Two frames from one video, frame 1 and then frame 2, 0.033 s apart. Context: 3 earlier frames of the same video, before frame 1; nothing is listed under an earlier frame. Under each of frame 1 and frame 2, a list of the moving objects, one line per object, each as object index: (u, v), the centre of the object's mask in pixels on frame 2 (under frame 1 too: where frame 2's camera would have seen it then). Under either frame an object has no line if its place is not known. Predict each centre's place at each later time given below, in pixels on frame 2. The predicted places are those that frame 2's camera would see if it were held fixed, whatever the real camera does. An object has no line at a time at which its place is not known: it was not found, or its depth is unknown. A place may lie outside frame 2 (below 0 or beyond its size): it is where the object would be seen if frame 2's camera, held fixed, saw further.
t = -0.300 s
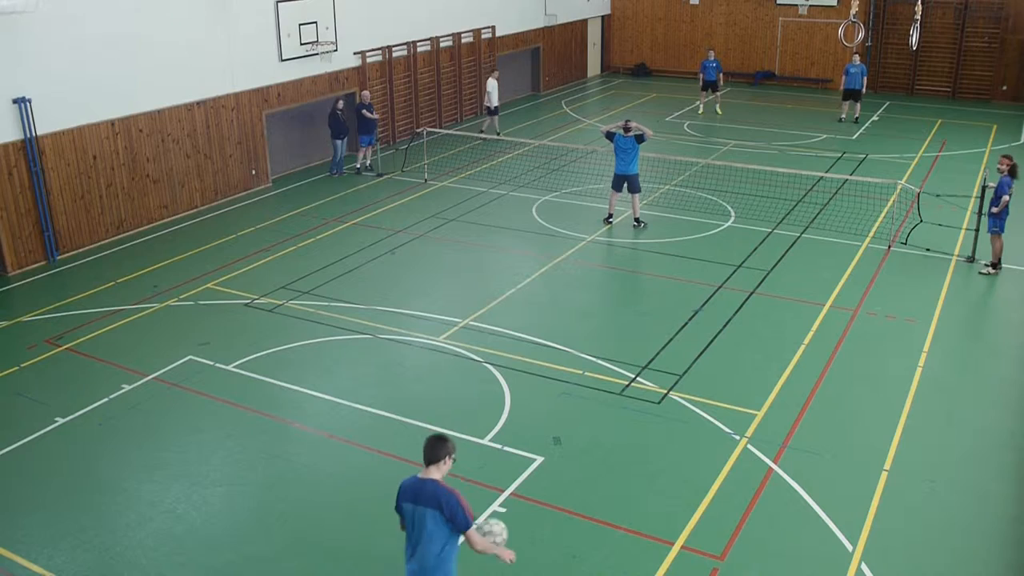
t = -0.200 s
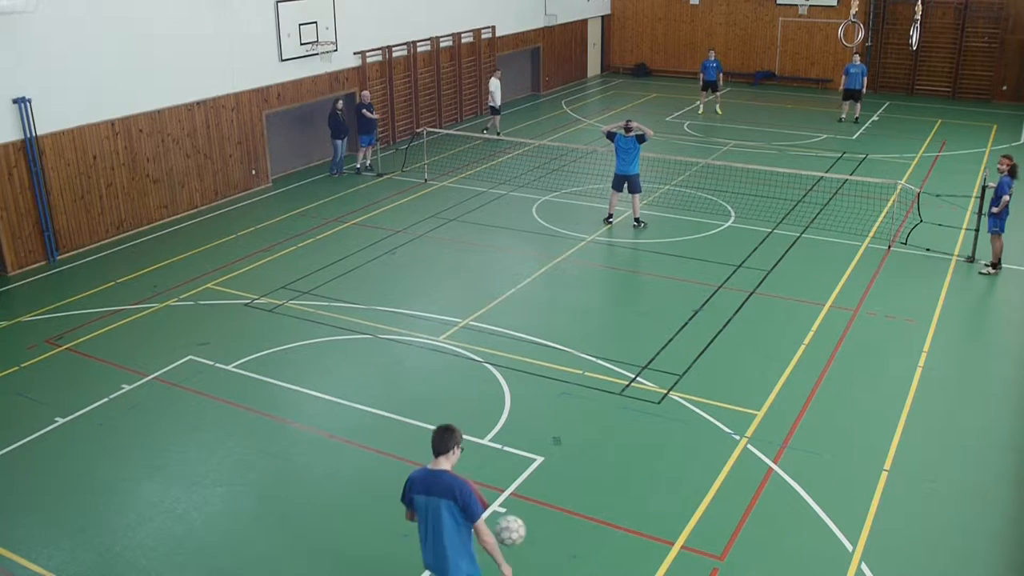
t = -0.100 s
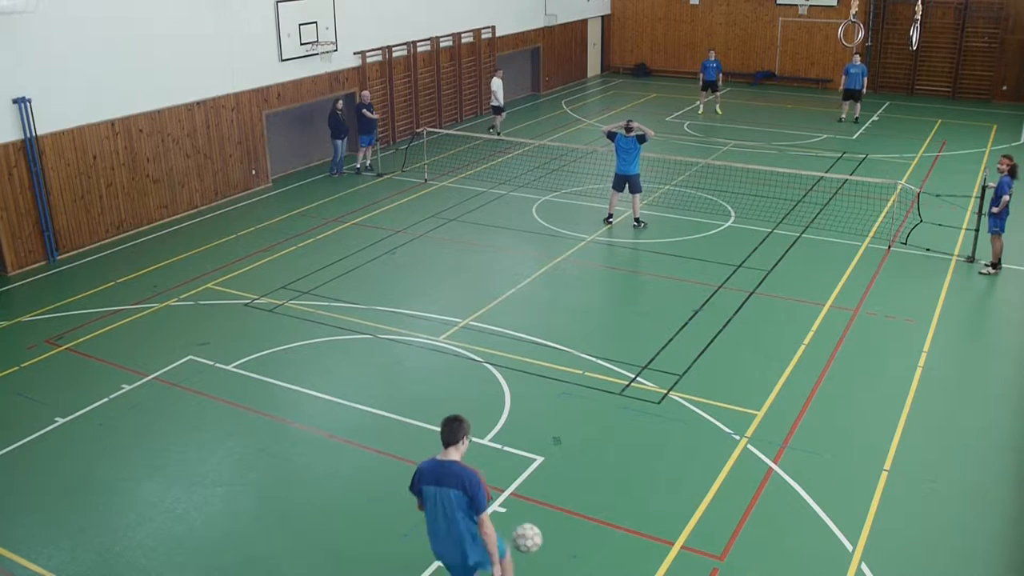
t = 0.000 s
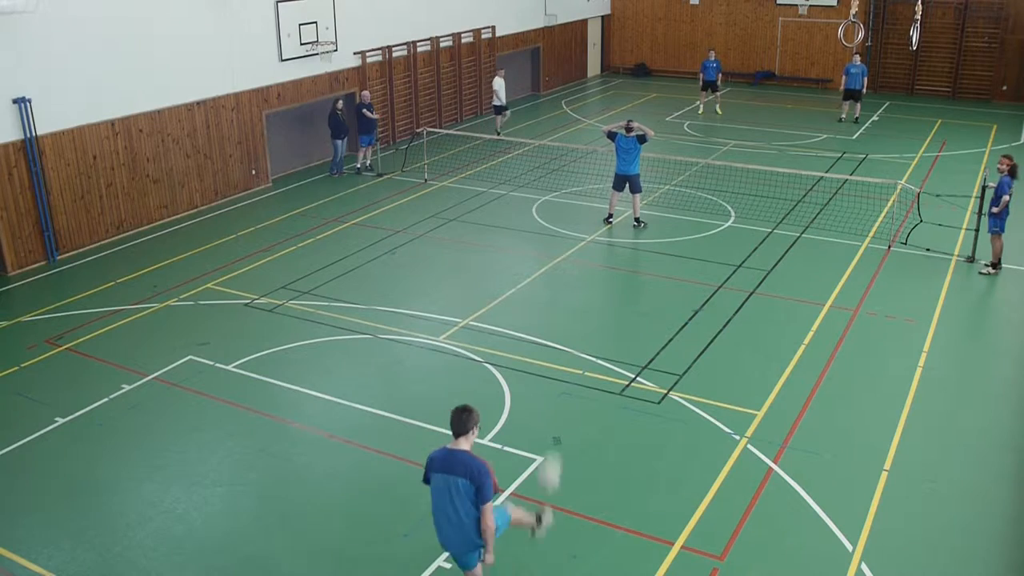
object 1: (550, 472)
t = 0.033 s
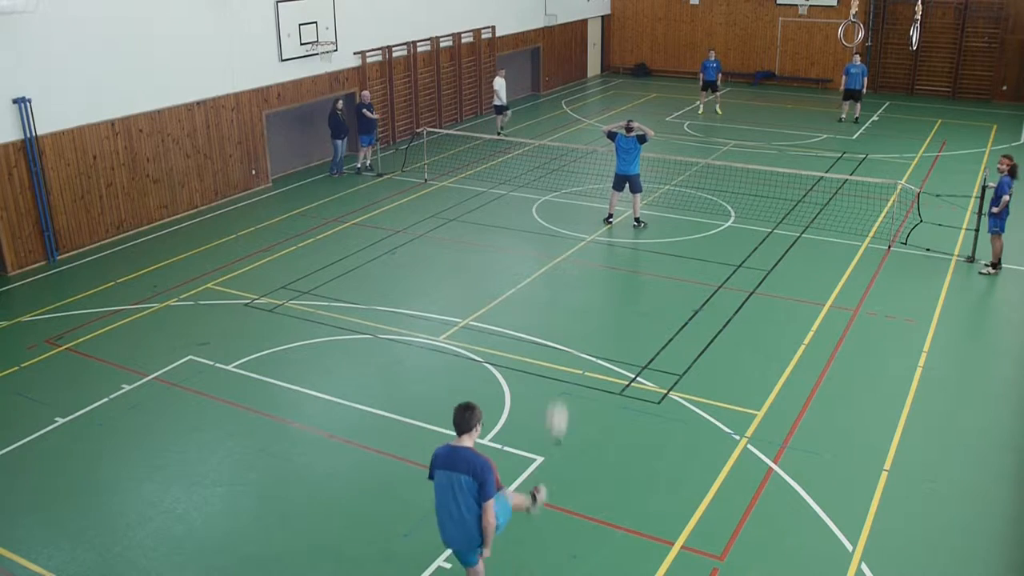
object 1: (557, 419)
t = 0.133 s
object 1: (577, 289)
